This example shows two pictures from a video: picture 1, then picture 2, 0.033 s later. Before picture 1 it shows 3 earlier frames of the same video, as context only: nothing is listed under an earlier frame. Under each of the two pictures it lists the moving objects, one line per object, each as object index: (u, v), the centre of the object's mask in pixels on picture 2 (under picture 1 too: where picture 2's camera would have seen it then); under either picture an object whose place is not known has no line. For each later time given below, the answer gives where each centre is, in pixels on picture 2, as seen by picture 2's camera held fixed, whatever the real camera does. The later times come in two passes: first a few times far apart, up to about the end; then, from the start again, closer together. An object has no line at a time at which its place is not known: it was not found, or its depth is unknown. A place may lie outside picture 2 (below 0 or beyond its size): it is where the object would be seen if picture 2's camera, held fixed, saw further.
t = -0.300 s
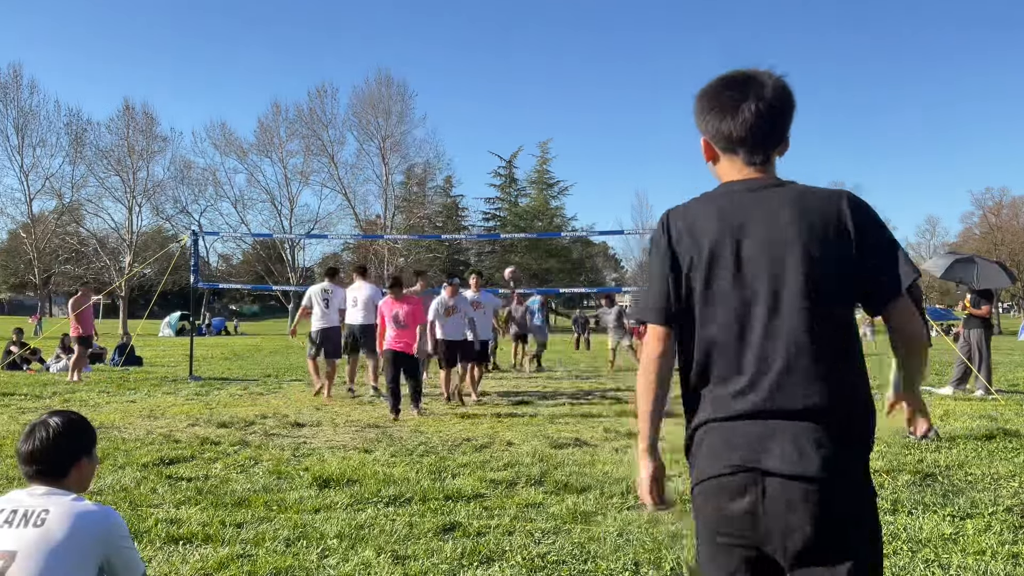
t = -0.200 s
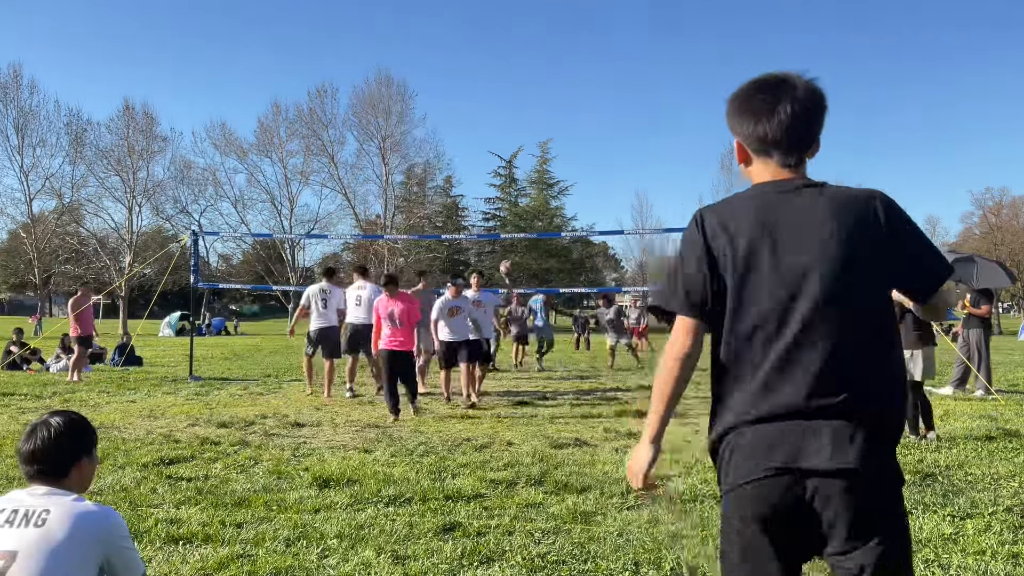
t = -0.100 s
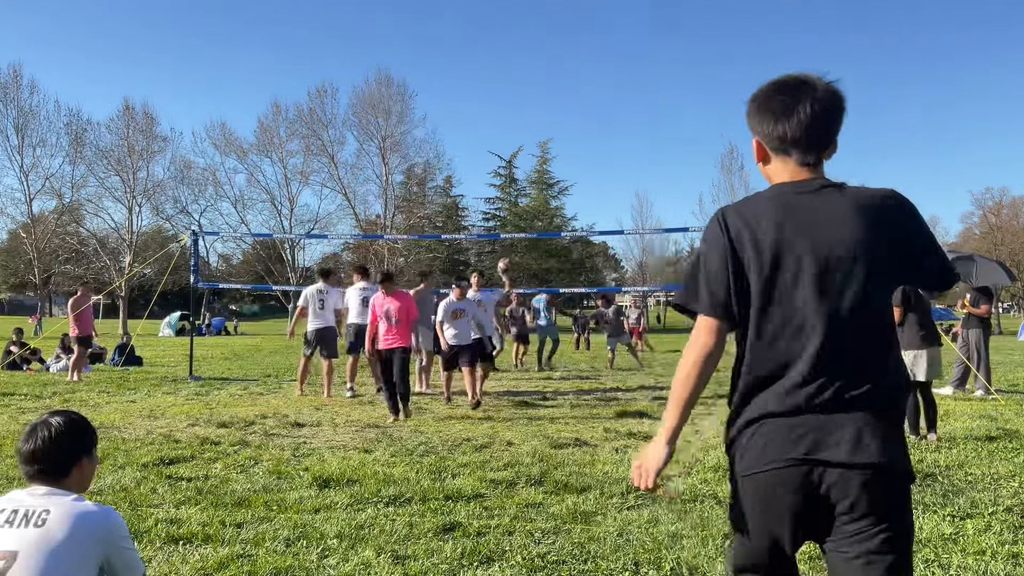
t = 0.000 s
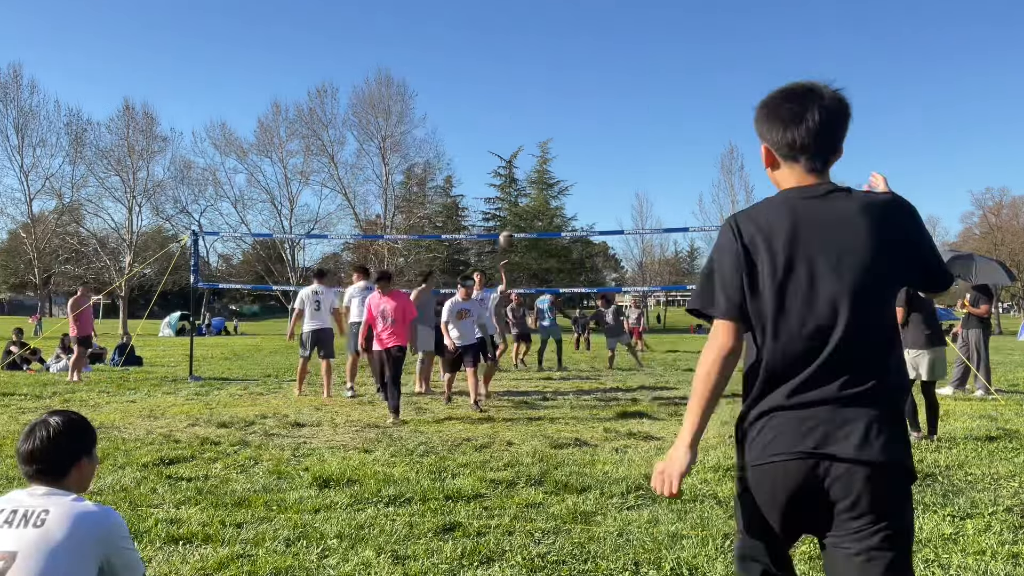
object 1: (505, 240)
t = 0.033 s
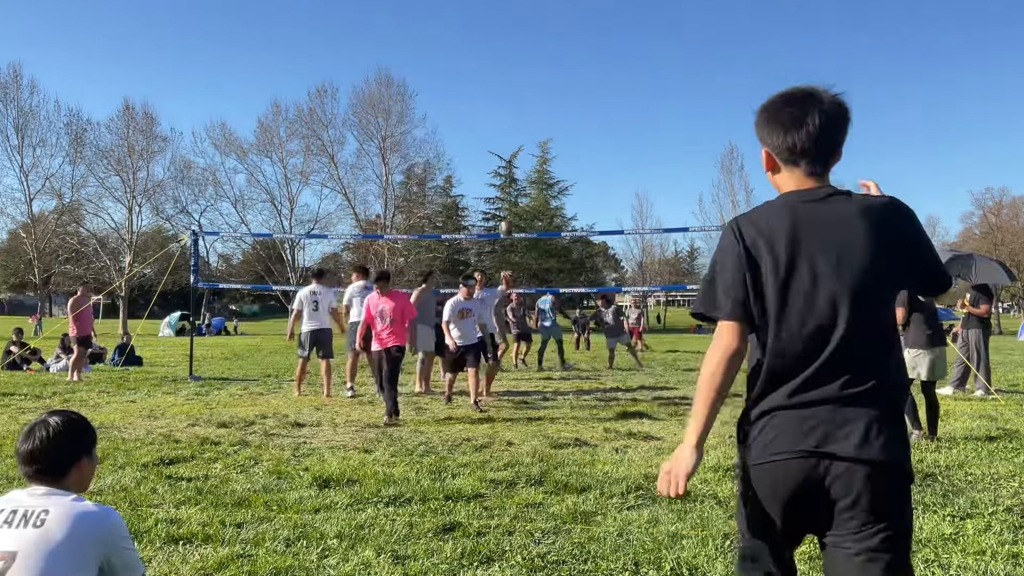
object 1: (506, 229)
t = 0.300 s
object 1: (515, 153)
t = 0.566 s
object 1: (526, 128)
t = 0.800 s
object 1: (545, 186)
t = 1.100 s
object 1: (589, 524)
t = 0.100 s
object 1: (507, 206)
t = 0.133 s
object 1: (510, 195)
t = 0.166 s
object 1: (511, 187)
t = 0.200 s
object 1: (511, 177)
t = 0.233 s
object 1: (512, 169)
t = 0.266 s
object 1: (513, 160)
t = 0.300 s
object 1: (515, 153)
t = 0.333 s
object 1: (516, 146)
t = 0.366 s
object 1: (517, 141)
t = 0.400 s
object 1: (519, 136)
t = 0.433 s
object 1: (520, 132)
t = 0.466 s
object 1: (521, 129)
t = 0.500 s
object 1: (522, 128)
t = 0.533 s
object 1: (524, 127)
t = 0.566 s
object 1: (526, 128)
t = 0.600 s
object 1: (528, 131)
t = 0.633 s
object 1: (530, 135)
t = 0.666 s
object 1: (533, 141)
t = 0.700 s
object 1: (535, 149)
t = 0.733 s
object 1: (539, 158)
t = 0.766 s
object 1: (541, 171)
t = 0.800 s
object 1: (545, 186)
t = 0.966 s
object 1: (564, 314)
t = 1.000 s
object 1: (570, 356)
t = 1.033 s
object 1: (575, 404)
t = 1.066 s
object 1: (582, 460)
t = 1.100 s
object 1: (589, 524)
